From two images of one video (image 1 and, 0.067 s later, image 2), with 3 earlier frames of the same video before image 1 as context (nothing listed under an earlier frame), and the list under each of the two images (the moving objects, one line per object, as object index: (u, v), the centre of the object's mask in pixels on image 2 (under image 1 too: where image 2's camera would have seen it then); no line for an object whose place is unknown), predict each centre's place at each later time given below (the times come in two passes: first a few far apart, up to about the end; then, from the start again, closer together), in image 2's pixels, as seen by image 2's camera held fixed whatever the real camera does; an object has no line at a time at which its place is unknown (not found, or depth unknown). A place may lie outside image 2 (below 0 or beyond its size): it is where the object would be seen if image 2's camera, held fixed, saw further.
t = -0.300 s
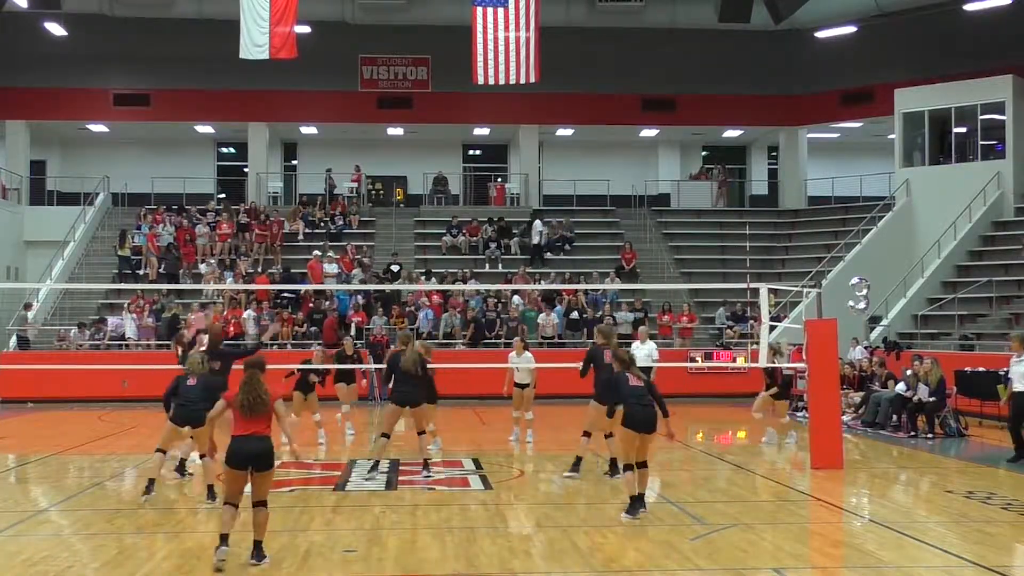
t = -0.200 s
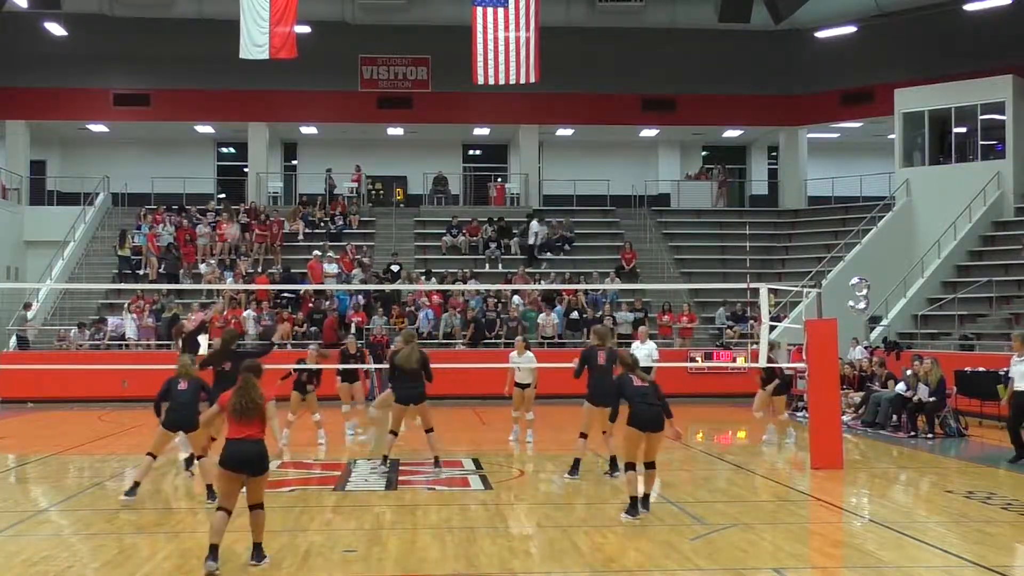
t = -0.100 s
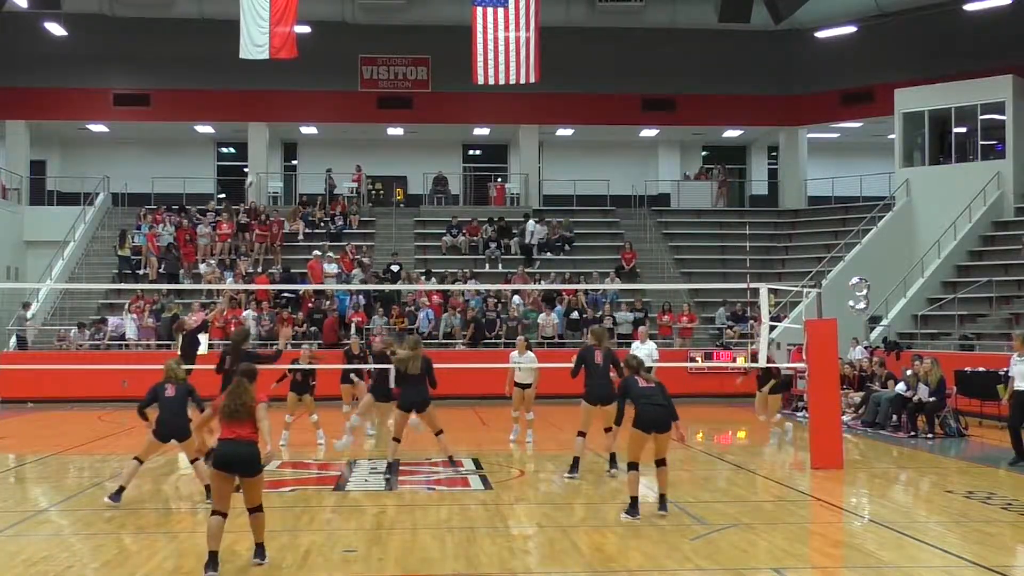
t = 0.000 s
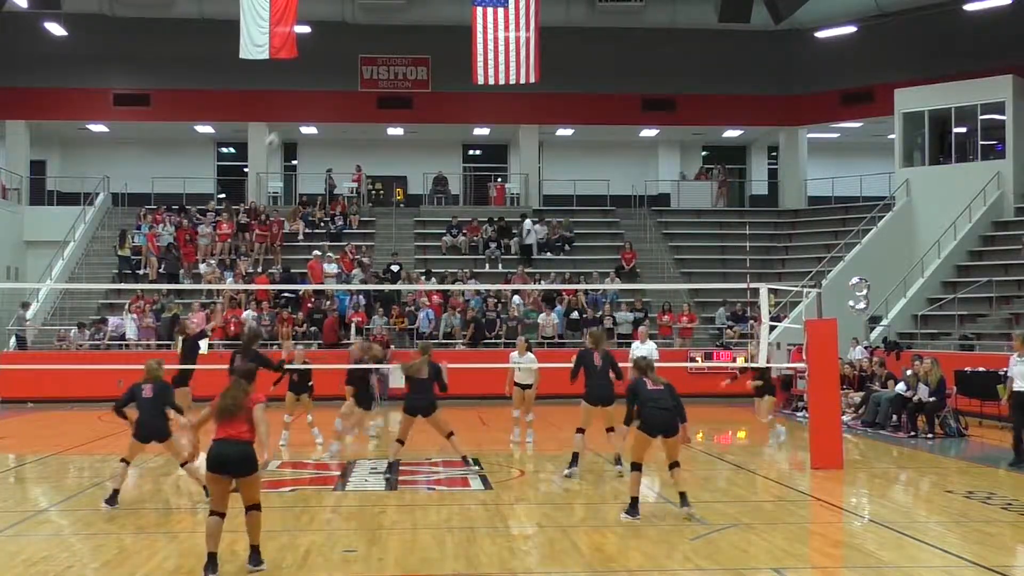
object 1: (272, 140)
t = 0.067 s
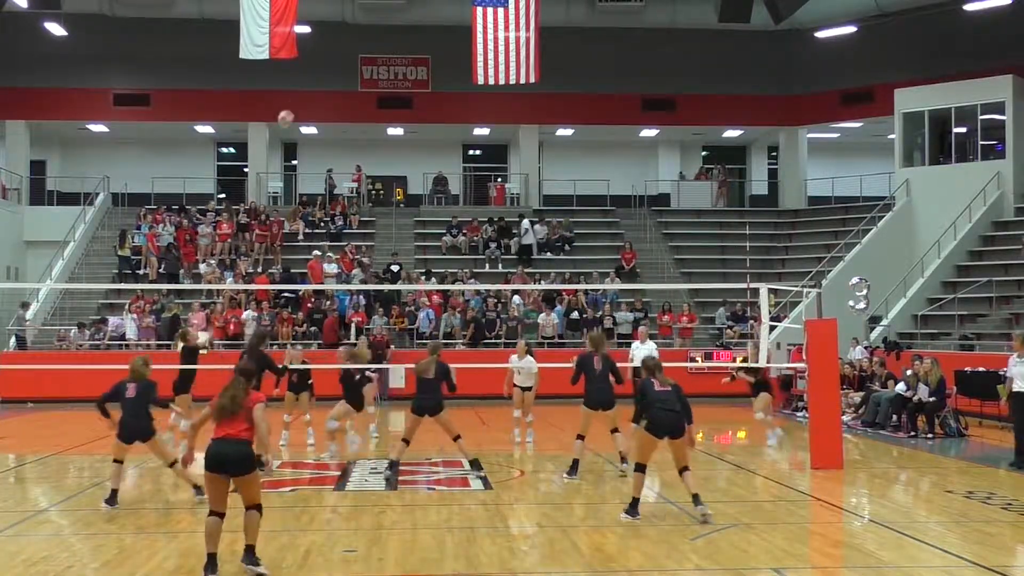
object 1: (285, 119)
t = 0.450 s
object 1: (356, 50)
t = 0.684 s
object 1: (398, 59)
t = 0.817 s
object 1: (421, 80)
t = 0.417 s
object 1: (350, 52)
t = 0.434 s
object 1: (353, 51)
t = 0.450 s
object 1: (356, 50)
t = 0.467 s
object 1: (359, 49)
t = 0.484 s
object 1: (362, 49)
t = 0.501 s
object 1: (365, 49)
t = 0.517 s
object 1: (369, 49)
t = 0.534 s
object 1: (371, 48)
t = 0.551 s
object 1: (374, 49)
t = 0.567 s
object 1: (377, 50)
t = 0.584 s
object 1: (380, 51)
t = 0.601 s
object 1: (384, 52)
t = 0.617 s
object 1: (386, 52)
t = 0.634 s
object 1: (389, 54)
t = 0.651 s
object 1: (392, 56)
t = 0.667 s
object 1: (395, 57)
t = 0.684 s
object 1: (398, 59)
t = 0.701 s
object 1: (400, 61)
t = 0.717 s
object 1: (403, 63)
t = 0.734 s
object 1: (406, 64)
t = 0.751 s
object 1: (410, 69)
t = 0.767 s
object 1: (412, 71)
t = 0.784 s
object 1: (416, 74)
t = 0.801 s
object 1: (418, 76)
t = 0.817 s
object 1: (421, 80)
